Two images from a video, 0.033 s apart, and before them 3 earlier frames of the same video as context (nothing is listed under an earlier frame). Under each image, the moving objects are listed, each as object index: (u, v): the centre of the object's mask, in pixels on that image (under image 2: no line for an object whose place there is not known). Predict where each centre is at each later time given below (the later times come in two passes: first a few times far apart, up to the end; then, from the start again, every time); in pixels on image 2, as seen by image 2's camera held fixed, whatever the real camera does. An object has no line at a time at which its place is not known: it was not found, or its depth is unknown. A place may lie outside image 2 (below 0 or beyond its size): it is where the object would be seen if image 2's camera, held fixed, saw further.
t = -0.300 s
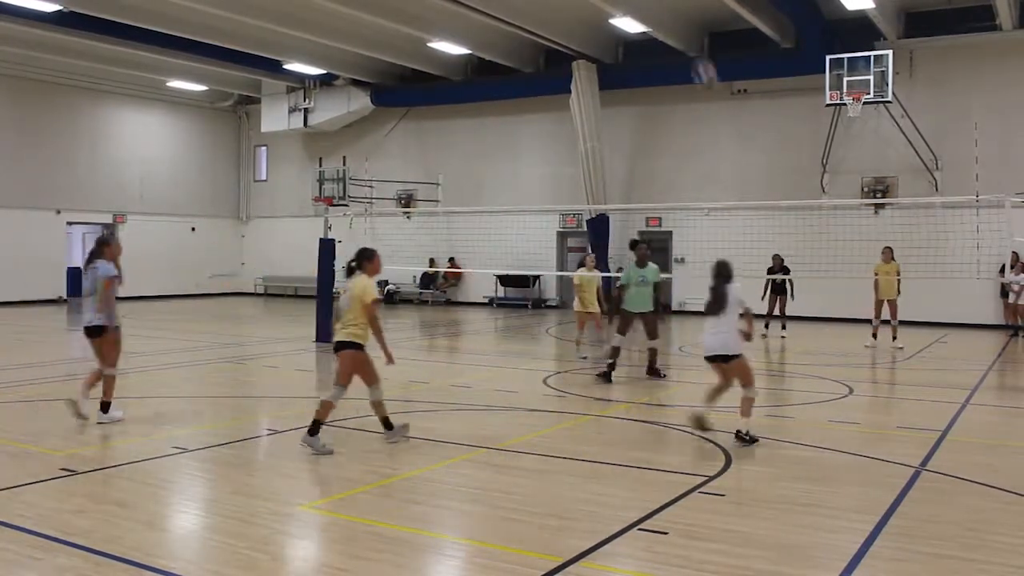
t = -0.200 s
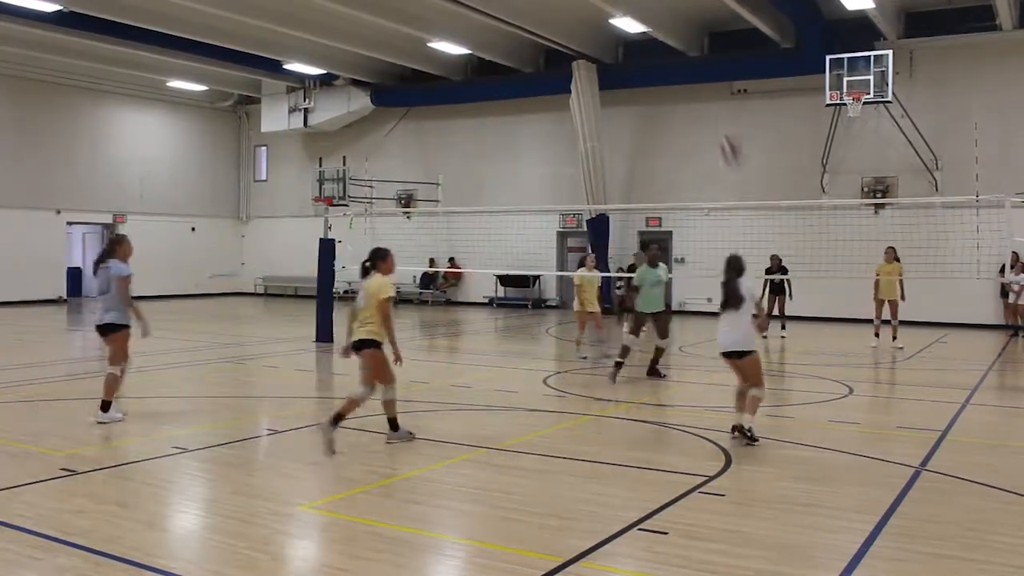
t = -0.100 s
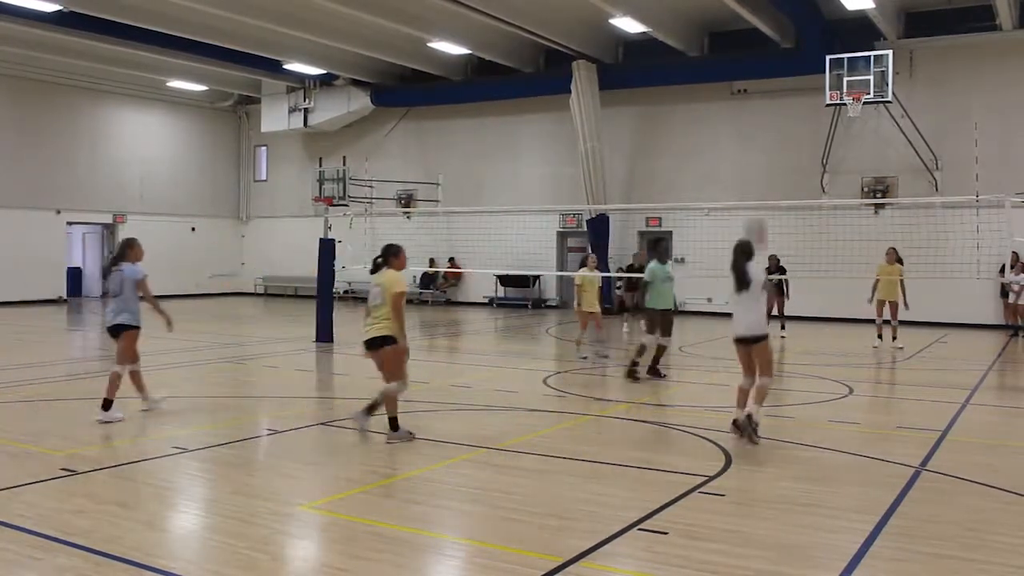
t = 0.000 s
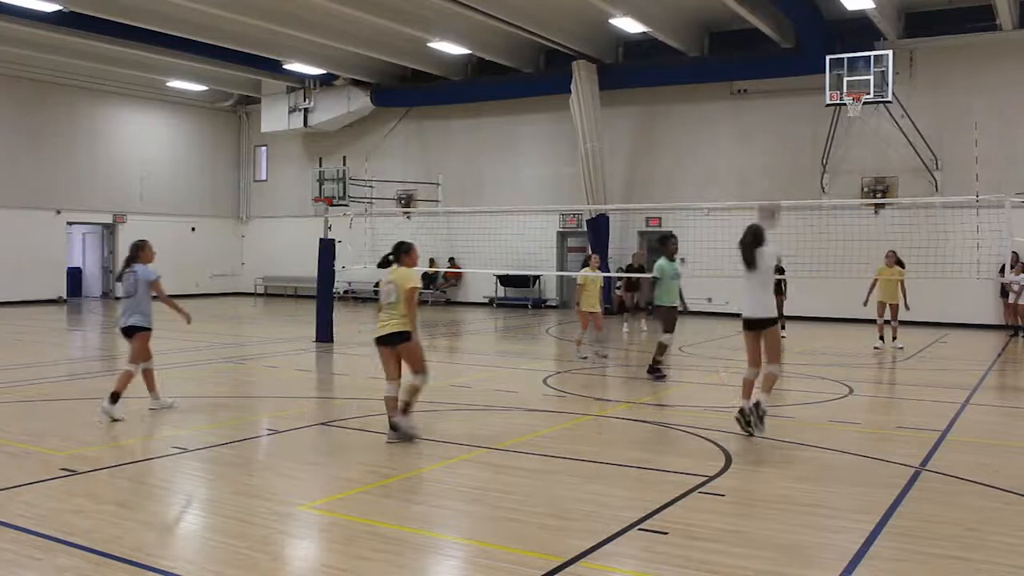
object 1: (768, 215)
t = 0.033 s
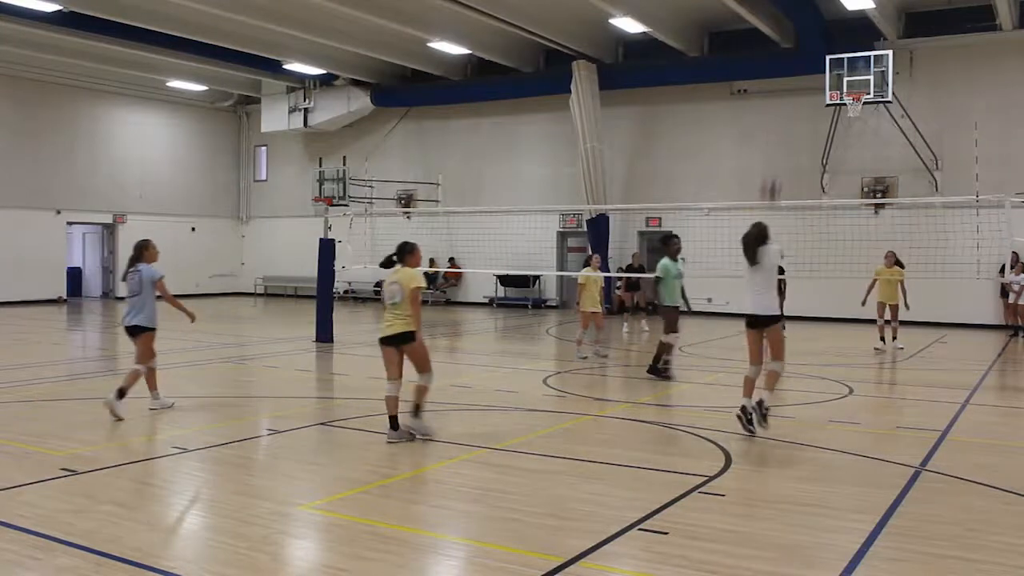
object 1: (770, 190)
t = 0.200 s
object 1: (781, 103)
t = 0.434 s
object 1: (789, 45)
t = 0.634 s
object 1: (795, 40)
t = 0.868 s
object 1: (800, 72)
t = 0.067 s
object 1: (774, 168)
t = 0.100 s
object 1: (776, 152)
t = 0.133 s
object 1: (777, 136)
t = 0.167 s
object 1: (779, 115)
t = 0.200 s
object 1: (781, 103)
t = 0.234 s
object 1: (781, 89)
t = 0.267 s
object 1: (783, 73)
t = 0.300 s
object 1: (784, 68)
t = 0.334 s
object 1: (786, 62)
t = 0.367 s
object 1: (787, 55)
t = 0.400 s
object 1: (788, 49)
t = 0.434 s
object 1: (789, 45)
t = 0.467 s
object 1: (791, 42)
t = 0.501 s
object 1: (791, 40)
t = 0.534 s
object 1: (792, 39)
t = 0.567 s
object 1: (793, 38)
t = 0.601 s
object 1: (793, 39)
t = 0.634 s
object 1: (795, 40)
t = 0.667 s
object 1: (796, 42)
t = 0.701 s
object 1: (797, 45)
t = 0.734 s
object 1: (797, 49)
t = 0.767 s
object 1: (798, 54)
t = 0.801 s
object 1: (799, 59)
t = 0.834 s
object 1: (800, 64)
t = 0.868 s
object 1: (800, 72)
